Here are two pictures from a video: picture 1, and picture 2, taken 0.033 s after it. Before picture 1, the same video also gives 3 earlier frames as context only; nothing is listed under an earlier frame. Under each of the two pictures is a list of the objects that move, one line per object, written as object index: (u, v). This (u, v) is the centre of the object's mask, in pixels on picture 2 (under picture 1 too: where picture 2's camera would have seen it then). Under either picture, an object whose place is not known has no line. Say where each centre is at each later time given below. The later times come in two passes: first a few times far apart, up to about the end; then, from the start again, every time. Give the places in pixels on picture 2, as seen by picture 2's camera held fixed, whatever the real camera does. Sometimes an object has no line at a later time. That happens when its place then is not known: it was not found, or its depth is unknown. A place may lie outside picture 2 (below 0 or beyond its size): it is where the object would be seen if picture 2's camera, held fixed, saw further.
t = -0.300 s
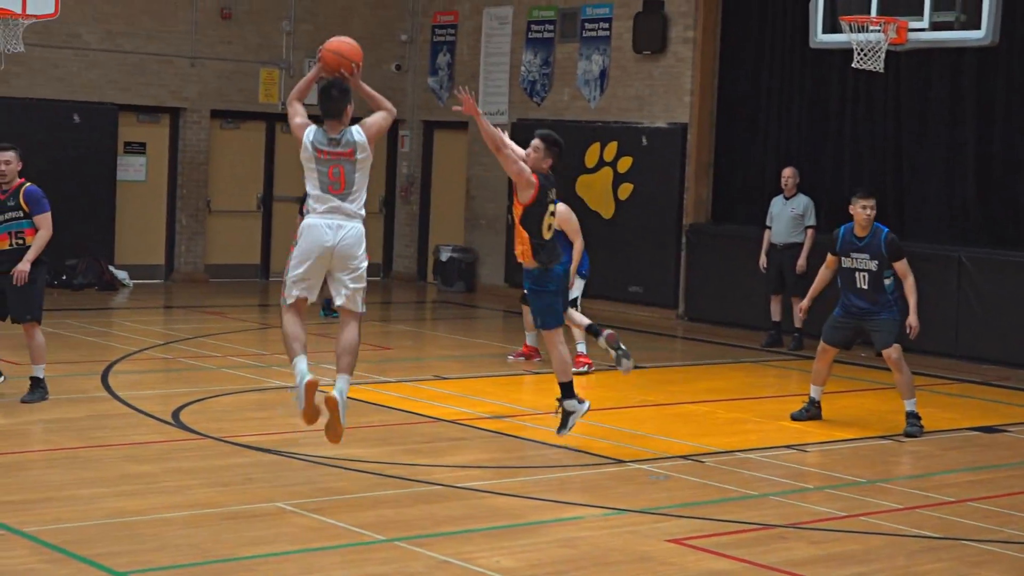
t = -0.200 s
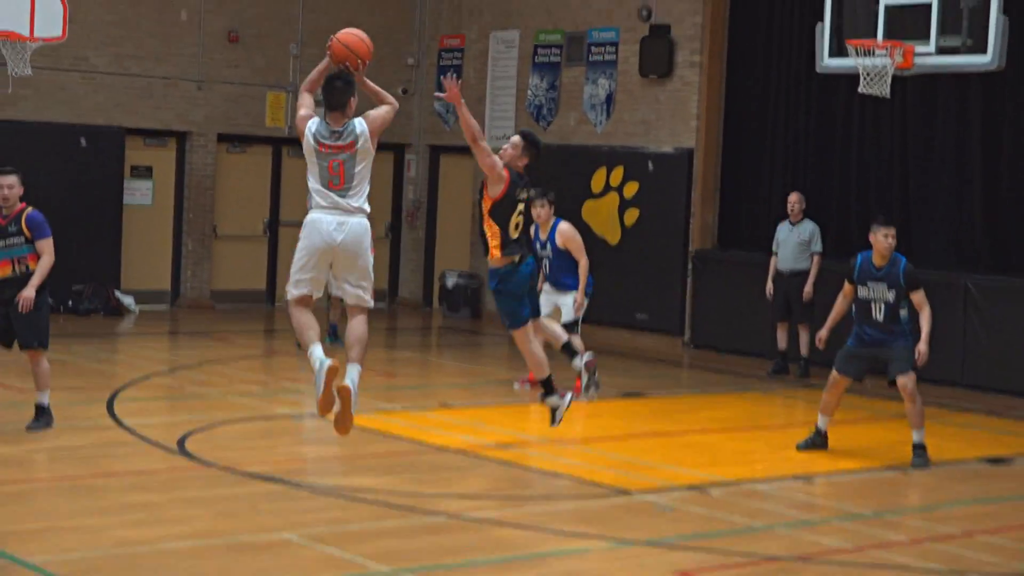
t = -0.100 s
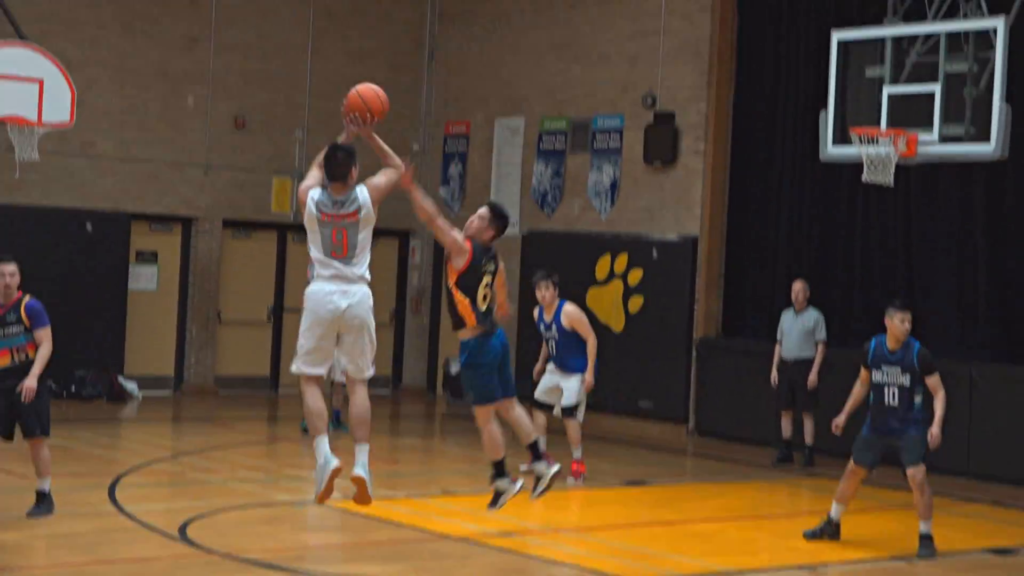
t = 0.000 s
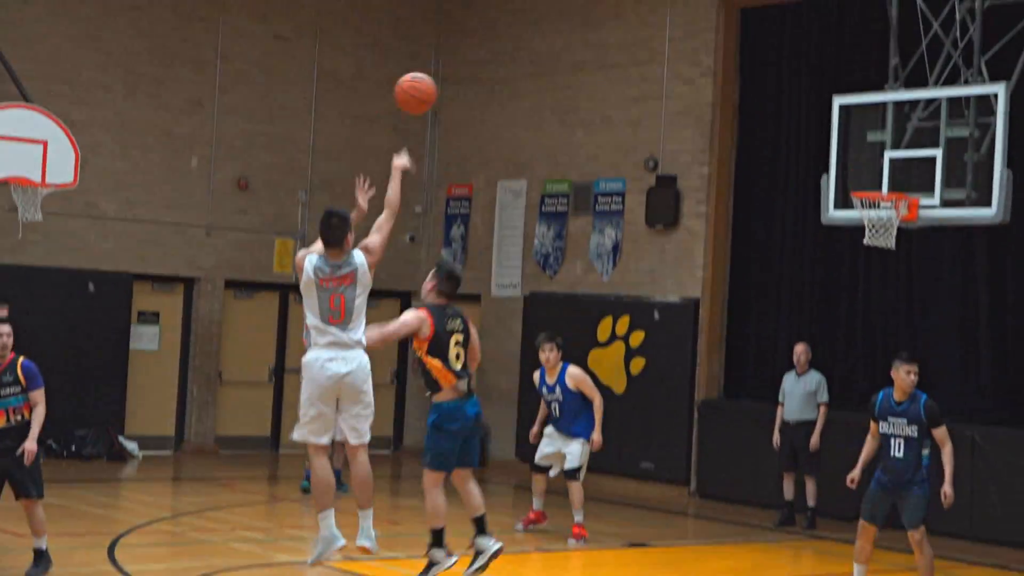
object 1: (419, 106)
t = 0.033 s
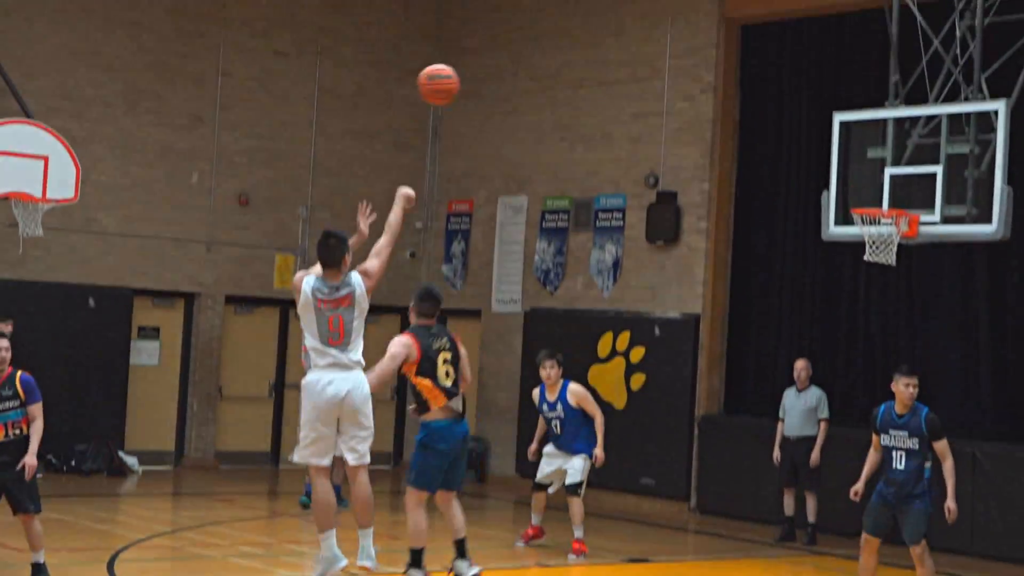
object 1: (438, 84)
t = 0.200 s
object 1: (534, 1)
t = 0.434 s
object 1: (648, -39)
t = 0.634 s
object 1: (729, -10)
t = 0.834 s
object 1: (796, 66)
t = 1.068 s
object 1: (860, 201)
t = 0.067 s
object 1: (458, 63)
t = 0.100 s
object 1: (477, 46)
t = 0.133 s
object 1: (497, 28)
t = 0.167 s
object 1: (515, 13)
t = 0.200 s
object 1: (534, 1)
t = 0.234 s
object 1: (552, -11)
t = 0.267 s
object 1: (569, -19)
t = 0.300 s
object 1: (586, -27)
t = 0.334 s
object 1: (603, -32)
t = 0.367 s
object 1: (617, -34)
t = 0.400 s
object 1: (633, -37)
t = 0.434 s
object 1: (648, -39)
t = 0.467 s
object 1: (663, -37)
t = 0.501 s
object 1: (677, -34)
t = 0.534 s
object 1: (691, -31)
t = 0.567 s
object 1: (704, -25)
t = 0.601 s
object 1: (717, -18)
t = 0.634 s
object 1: (729, -10)
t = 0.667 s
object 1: (741, 0)
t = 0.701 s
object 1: (753, 11)
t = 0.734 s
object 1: (764, 24)
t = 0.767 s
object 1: (775, 36)
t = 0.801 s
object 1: (786, 51)
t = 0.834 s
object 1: (796, 66)
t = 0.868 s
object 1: (806, 82)
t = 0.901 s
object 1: (816, 101)
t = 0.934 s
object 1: (824, 121)
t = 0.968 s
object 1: (834, 139)
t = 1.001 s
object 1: (844, 160)
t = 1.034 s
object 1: (852, 180)
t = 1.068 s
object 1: (860, 201)
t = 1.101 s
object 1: (872, 208)
